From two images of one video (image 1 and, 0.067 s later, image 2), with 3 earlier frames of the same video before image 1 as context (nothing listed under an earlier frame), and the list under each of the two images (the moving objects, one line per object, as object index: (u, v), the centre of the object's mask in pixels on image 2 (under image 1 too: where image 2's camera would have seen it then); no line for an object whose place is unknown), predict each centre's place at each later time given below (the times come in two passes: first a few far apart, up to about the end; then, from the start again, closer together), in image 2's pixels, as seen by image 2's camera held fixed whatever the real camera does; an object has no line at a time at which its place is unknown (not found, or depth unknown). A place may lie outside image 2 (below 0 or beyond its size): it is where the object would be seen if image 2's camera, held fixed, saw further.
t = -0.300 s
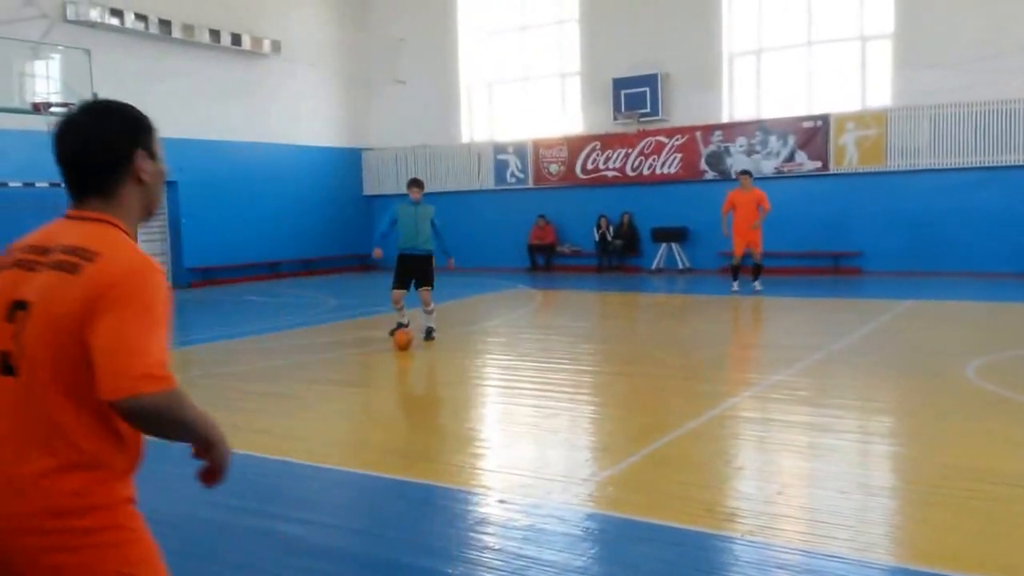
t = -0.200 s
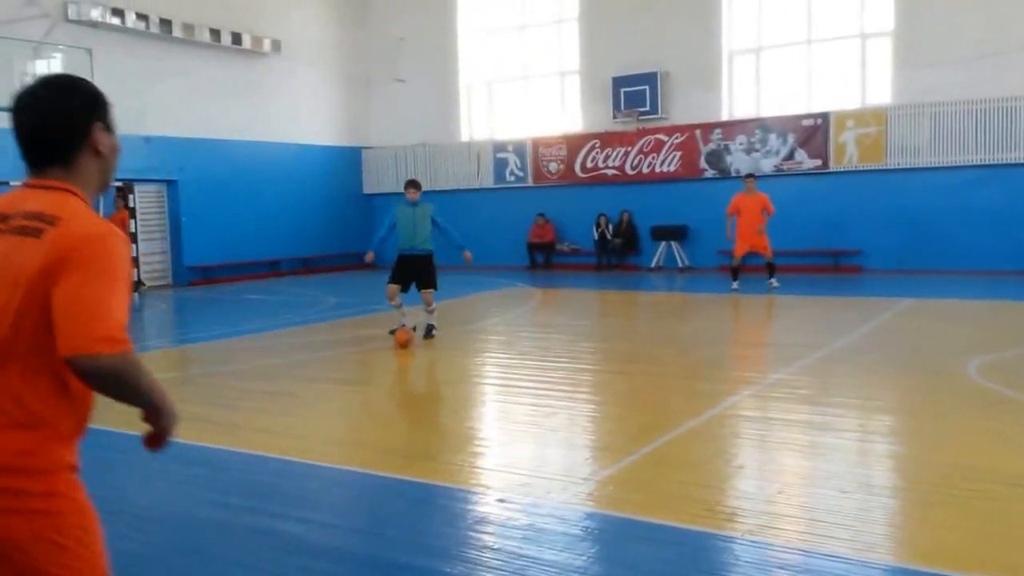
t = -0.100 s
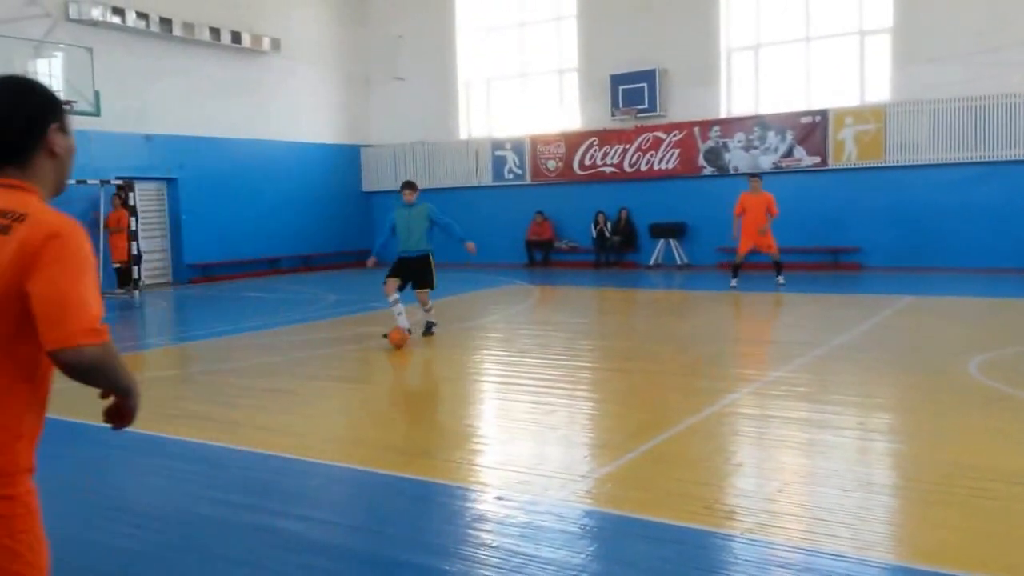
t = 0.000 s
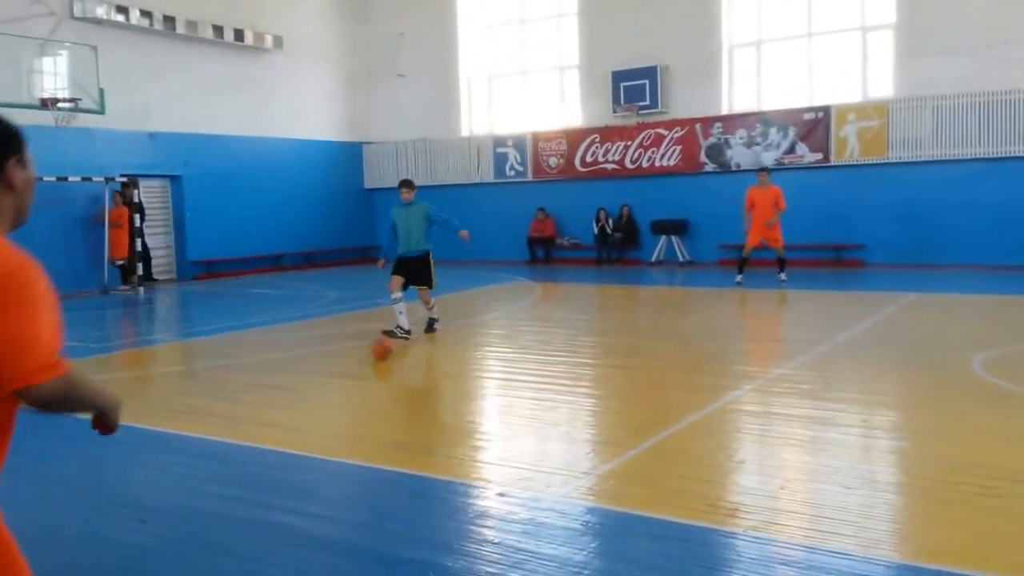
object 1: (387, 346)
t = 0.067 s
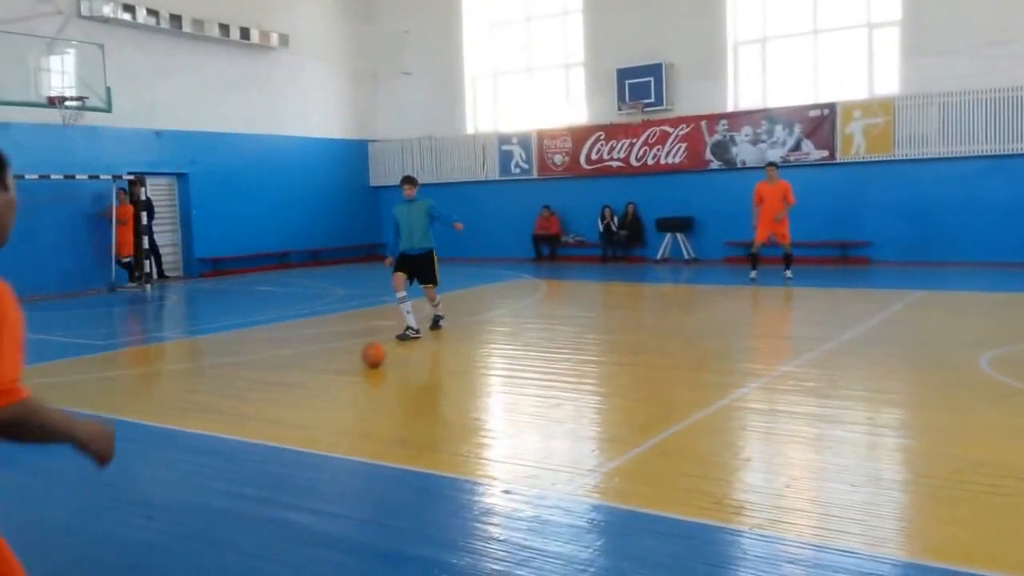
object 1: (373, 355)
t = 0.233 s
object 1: (334, 381)
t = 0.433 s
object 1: (277, 416)
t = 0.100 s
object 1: (366, 359)
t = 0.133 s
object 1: (359, 364)
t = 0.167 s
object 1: (351, 368)
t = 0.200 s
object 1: (343, 374)
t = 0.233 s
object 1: (334, 381)
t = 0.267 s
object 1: (326, 387)
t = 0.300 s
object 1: (316, 393)
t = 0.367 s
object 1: (297, 406)
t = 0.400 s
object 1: (287, 411)
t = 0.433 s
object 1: (277, 416)
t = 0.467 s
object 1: (267, 423)
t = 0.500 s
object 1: (255, 432)
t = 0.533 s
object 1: (243, 440)
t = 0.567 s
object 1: (231, 447)
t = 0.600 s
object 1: (218, 455)
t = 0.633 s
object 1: (203, 468)
